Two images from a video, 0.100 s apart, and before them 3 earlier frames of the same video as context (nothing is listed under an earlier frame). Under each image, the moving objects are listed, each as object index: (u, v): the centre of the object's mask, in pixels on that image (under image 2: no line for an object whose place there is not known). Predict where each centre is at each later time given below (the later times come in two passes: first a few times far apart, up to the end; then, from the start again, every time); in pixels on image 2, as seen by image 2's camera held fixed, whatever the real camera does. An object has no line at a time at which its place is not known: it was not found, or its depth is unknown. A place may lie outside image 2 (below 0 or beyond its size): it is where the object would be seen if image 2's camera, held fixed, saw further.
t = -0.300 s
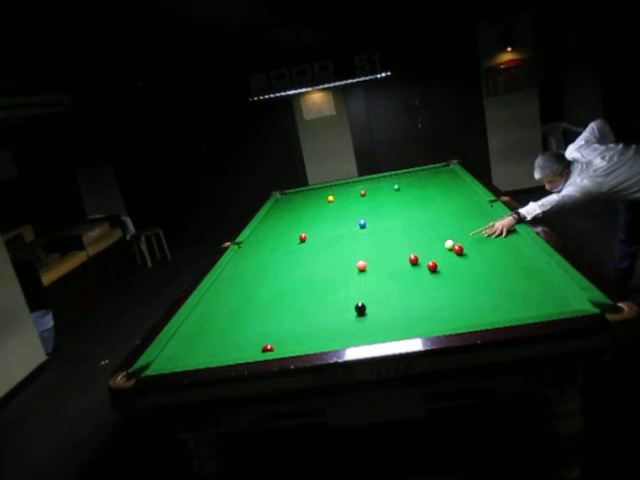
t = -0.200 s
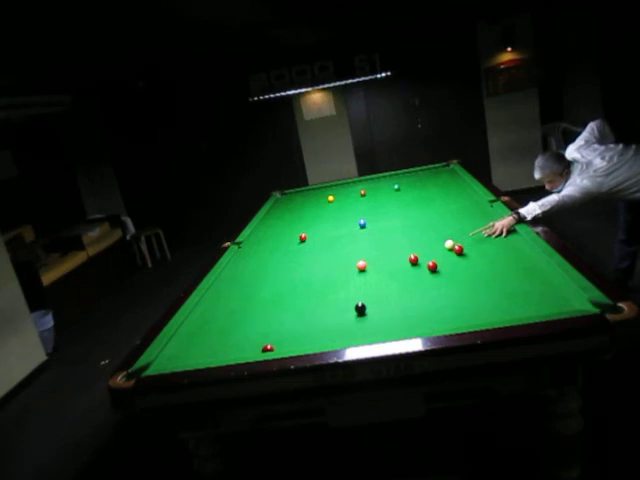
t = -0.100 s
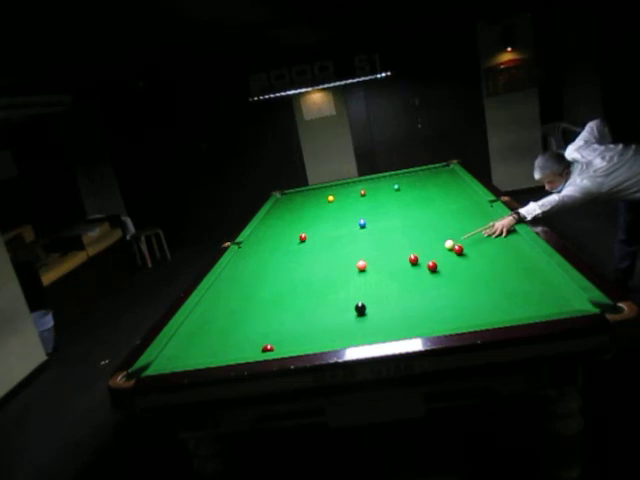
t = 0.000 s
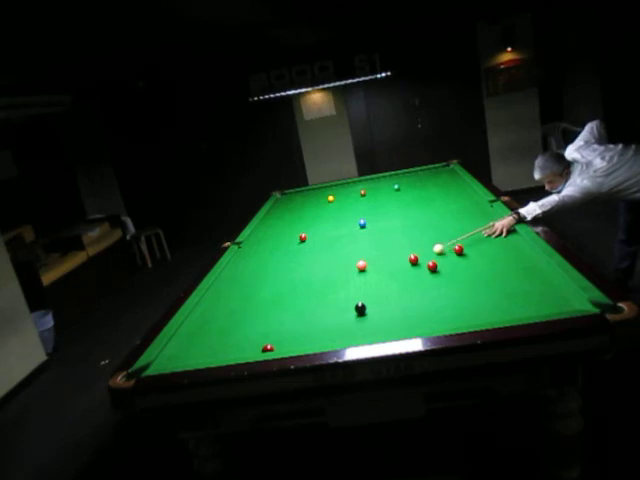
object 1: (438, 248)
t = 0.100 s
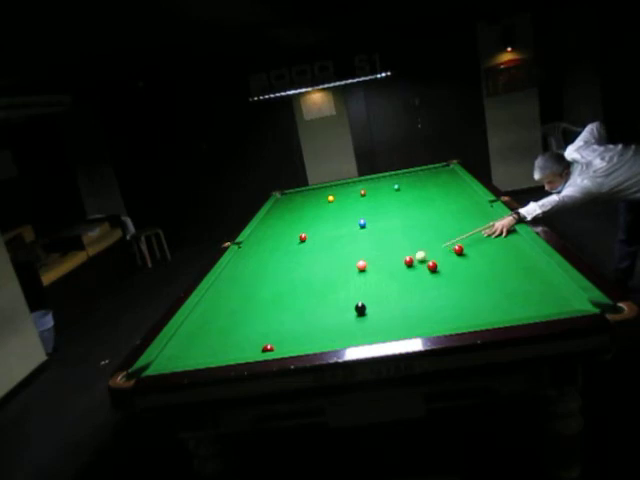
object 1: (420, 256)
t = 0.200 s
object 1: (418, 256)
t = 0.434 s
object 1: (405, 262)
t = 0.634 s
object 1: (394, 266)
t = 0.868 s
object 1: (382, 270)
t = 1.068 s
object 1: (372, 274)
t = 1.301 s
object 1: (361, 278)
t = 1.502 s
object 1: (352, 282)
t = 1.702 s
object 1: (344, 285)
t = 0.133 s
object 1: (420, 256)
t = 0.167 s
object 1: (419, 256)
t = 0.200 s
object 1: (418, 256)
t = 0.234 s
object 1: (416, 257)
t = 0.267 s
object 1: (414, 258)
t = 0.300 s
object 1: (412, 259)
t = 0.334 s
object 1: (410, 259)
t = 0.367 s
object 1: (409, 260)
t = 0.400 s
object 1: (407, 261)
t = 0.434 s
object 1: (405, 262)
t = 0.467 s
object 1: (403, 262)
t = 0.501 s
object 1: (401, 263)
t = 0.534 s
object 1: (399, 264)
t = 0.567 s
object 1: (397, 264)
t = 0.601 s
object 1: (396, 265)
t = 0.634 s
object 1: (394, 266)
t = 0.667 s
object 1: (392, 266)
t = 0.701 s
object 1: (390, 267)
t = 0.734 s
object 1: (389, 268)
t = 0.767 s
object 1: (387, 269)
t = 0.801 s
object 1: (385, 269)
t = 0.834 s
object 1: (384, 270)
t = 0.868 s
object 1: (382, 270)
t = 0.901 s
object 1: (380, 271)
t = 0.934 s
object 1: (378, 272)
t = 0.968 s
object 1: (377, 272)
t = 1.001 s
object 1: (375, 273)
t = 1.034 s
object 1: (374, 273)
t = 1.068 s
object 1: (372, 274)
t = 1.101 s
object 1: (371, 275)
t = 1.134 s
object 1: (369, 275)
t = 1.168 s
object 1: (367, 276)
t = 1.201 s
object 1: (366, 277)
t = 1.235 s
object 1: (364, 277)
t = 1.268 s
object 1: (363, 278)
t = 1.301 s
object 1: (361, 278)
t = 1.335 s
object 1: (359, 279)
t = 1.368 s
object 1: (358, 279)
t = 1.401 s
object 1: (356, 280)
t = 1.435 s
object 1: (355, 281)
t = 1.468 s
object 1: (353, 281)
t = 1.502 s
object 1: (352, 282)
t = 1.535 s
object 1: (351, 282)
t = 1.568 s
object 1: (349, 283)
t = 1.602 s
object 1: (348, 283)
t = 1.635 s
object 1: (346, 284)
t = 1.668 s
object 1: (345, 285)
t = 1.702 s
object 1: (344, 285)
